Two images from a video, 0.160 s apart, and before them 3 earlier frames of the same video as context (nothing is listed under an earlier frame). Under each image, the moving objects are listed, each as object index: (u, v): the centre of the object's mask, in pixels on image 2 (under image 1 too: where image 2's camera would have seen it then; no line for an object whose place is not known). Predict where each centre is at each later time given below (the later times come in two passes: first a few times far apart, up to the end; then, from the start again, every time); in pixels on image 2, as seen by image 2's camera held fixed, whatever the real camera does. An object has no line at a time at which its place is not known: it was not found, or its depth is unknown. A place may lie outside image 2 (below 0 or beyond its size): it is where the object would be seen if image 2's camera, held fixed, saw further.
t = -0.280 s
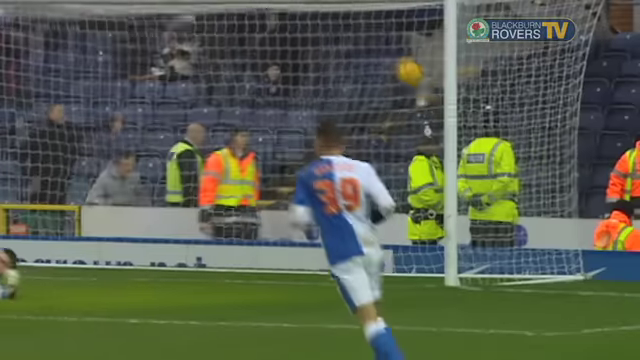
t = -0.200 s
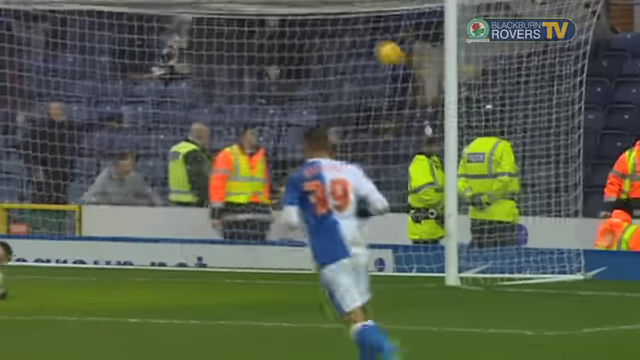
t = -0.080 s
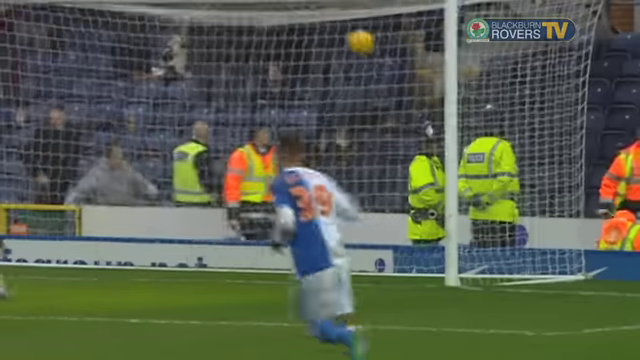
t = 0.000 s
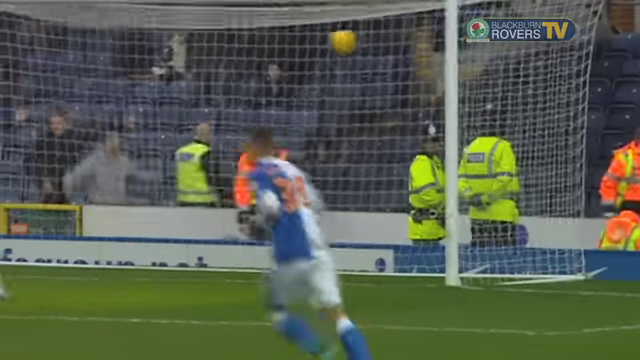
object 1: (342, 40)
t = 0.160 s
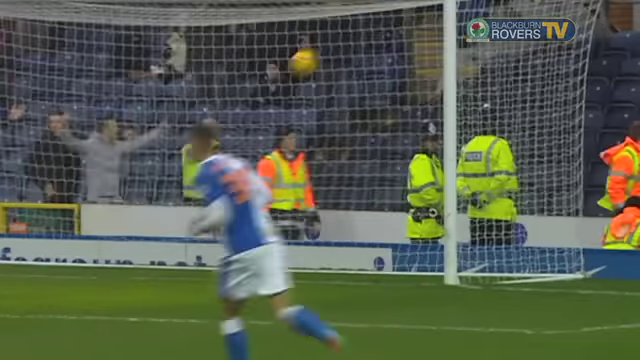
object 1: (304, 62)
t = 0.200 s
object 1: (295, 70)
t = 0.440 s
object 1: (242, 165)
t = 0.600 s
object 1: (200, 264)
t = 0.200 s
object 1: (295, 70)
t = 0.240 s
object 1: (286, 82)
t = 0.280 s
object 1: (276, 95)
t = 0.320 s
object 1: (268, 110)
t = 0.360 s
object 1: (258, 126)
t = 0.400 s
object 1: (249, 144)
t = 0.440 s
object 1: (242, 165)
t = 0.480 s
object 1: (229, 191)
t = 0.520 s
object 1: (220, 210)
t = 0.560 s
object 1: (210, 237)
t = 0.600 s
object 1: (200, 264)
